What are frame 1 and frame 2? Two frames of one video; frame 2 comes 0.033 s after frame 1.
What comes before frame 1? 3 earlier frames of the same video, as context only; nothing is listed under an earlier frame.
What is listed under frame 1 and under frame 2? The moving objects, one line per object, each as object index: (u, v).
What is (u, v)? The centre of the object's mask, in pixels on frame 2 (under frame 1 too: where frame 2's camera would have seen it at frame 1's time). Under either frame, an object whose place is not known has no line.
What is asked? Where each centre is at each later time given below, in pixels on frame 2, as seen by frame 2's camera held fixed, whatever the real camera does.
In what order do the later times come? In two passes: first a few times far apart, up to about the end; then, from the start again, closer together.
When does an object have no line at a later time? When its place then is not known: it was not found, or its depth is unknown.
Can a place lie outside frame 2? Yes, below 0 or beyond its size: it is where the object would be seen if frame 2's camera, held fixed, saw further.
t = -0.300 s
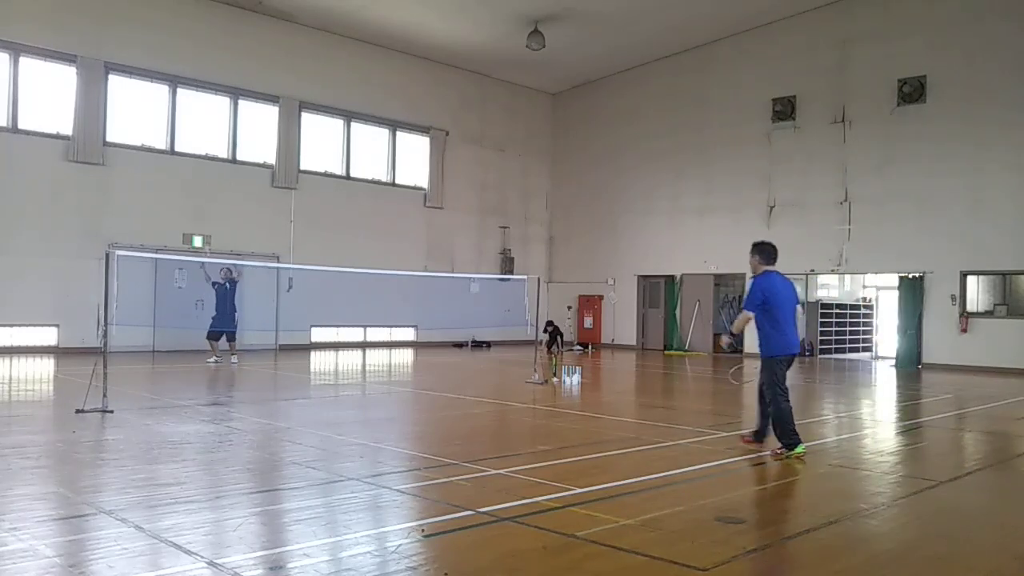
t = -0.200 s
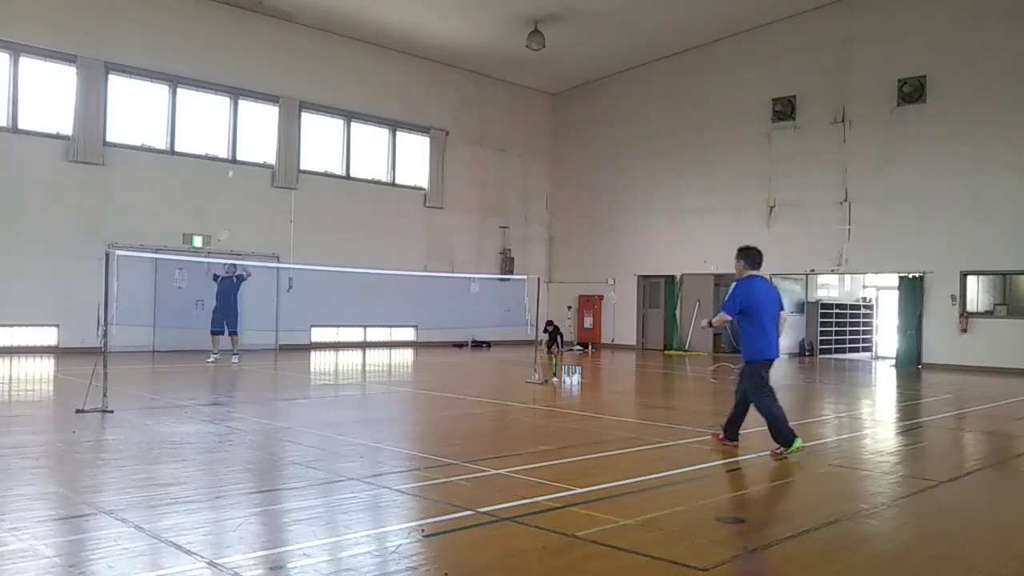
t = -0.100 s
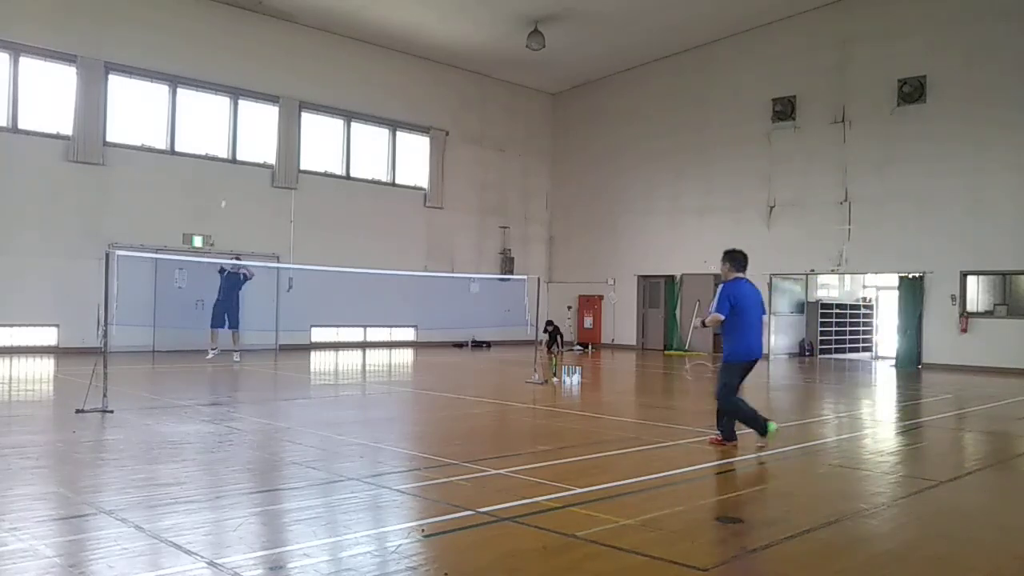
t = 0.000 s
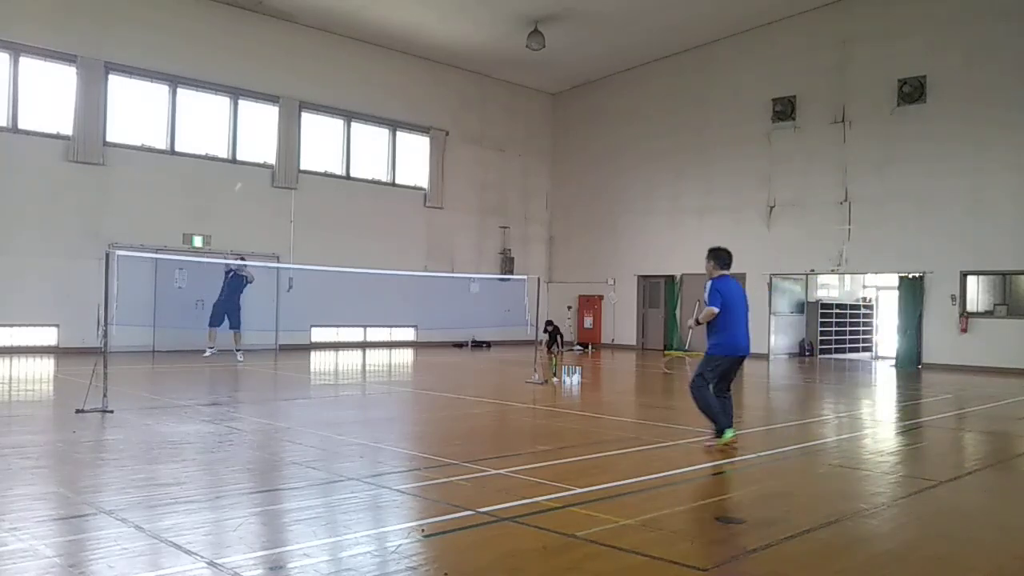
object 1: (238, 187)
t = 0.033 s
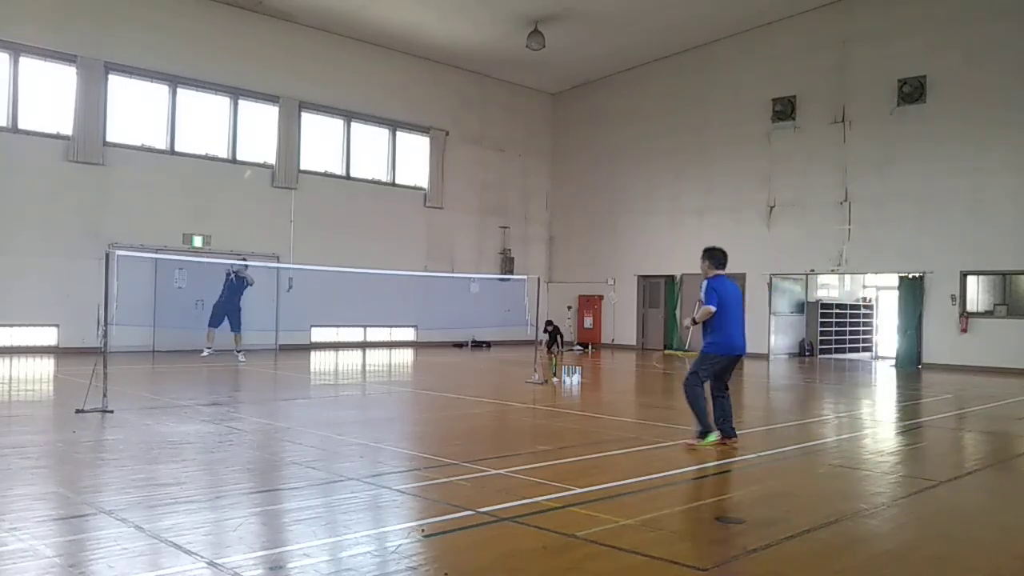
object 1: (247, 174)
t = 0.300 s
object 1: (312, 98)
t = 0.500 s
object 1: (352, 80)
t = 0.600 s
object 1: (370, 85)
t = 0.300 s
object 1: (312, 98)
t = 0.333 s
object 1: (319, 93)
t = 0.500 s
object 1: (352, 80)
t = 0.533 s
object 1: (357, 80)
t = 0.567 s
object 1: (363, 82)
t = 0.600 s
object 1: (370, 85)
